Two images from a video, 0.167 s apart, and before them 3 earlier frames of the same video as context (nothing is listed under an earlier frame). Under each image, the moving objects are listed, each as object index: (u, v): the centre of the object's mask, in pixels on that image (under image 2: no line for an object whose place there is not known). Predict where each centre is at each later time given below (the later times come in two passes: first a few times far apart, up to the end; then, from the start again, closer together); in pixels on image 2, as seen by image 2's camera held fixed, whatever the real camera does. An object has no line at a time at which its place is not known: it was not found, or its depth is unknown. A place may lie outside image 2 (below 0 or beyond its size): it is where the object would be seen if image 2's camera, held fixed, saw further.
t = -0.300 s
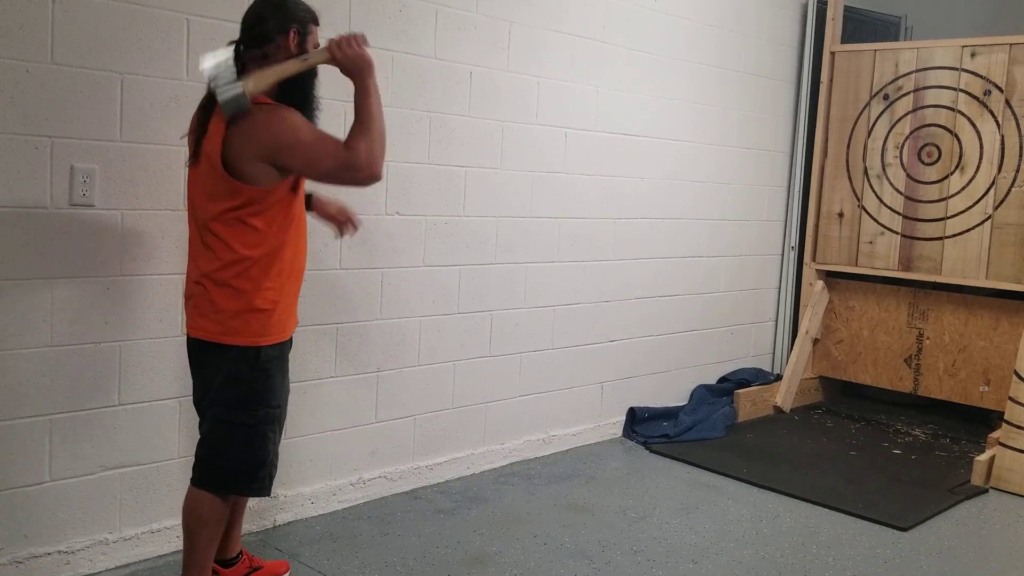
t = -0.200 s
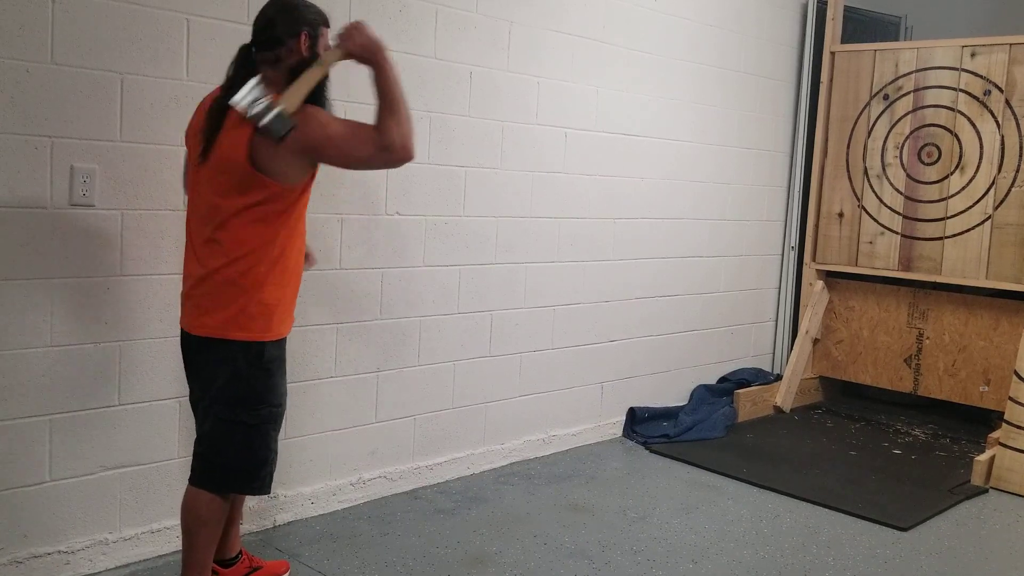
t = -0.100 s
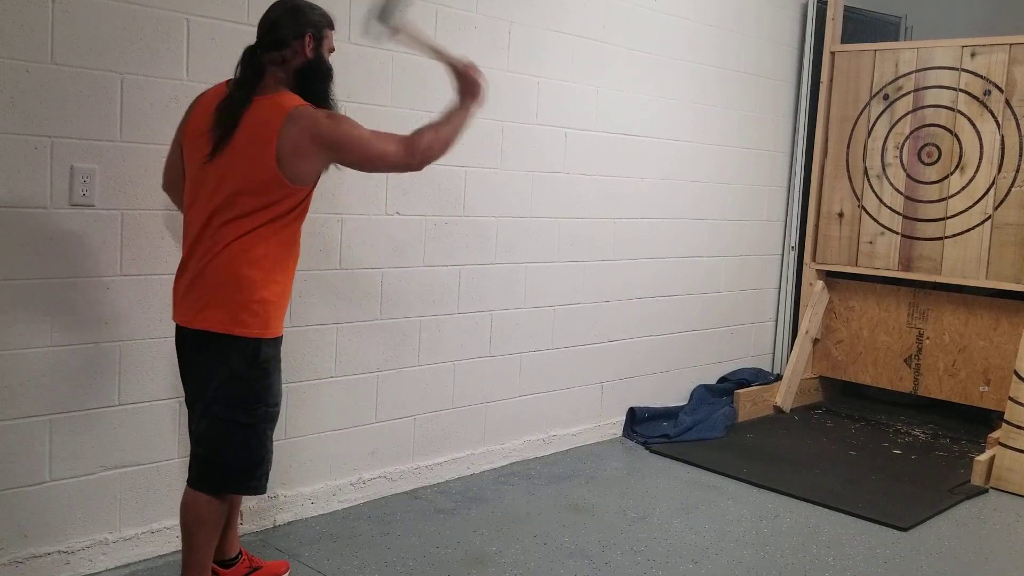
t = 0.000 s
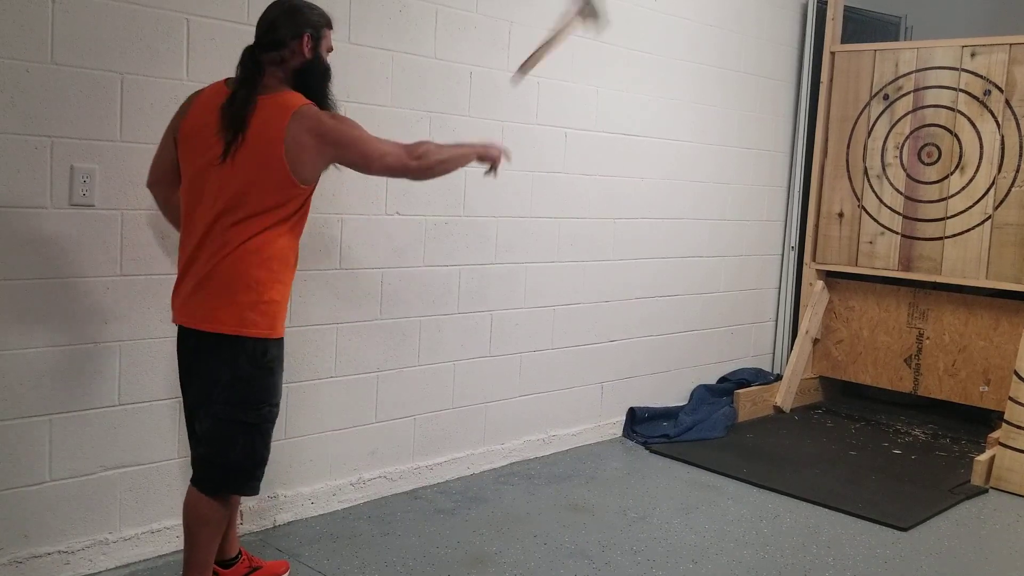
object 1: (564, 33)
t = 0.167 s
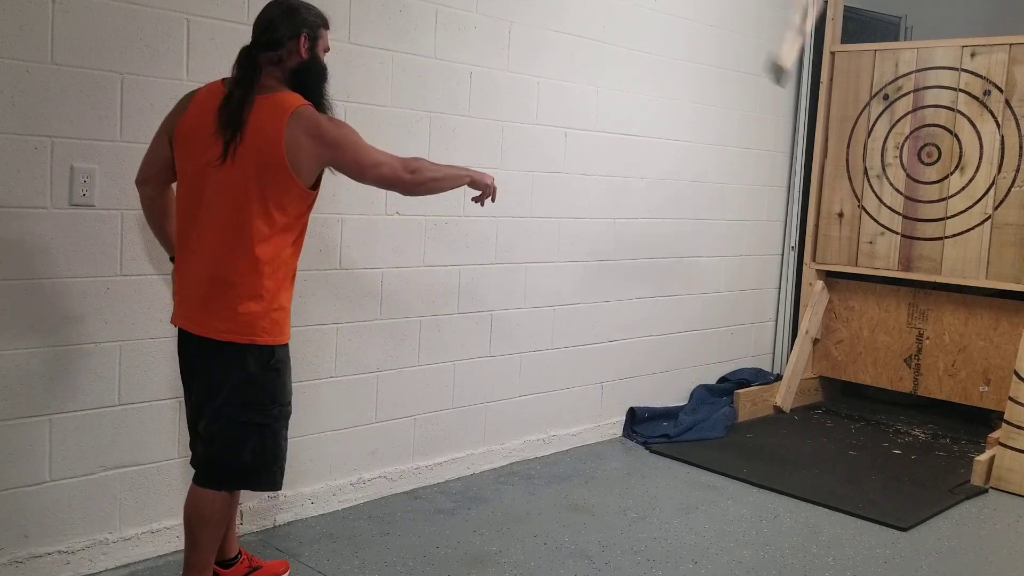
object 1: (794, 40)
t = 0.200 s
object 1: (832, 62)
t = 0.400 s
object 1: (912, 183)
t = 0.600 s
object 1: (912, 183)
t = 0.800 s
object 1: (912, 183)
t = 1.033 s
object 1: (911, 185)
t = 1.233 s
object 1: (911, 184)
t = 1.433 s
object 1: (911, 185)
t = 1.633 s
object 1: (911, 184)
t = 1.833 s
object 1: (911, 184)
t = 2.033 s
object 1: (912, 184)
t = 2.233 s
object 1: (912, 183)
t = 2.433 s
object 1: (912, 183)
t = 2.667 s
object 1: (912, 184)
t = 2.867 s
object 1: (912, 184)
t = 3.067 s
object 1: (912, 183)
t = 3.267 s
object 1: (912, 184)
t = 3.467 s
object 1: (912, 184)
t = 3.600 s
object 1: (911, 184)
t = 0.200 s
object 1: (832, 62)
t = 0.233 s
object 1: (846, 90)
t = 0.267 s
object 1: (869, 115)
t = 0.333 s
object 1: (906, 178)
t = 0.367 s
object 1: (912, 183)
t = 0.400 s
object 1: (912, 183)
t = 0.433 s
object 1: (912, 183)
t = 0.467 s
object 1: (912, 183)
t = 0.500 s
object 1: (912, 183)
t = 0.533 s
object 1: (912, 183)
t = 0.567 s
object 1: (912, 183)
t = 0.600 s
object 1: (912, 183)
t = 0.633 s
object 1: (912, 183)
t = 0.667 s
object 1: (912, 183)
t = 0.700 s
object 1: (912, 183)
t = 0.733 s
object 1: (912, 183)
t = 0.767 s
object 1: (912, 183)
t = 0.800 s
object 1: (912, 183)
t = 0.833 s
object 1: (912, 184)
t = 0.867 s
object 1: (912, 183)
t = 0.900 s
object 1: (912, 184)
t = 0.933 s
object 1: (911, 185)
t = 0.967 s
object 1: (911, 185)
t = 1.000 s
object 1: (911, 184)
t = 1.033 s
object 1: (911, 185)
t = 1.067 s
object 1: (911, 185)
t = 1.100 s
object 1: (911, 184)
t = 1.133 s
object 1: (911, 185)
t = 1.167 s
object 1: (911, 185)
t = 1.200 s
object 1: (911, 185)
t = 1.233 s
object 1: (911, 184)
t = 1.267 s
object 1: (911, 185)
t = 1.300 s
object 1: (911, 184)
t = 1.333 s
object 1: (911, 185)
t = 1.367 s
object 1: (911, 185)
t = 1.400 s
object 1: (911, 185)
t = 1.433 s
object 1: (911, 185)
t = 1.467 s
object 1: (911, 184)
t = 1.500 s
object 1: (911, 184)
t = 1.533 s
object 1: (911, 185)
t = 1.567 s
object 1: (911, 184)
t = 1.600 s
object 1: (911, 184)
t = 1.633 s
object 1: (911, 184)
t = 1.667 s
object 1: (912, 184)
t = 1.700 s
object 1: (911, 185)
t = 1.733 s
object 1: (912, 184)
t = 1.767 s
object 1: (912, 183)
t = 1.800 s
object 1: (912, 184)
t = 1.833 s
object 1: (911, 184)
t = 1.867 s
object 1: (911, 184)
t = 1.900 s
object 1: (911, 184)
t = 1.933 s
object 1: (912, 183)
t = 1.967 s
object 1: (911, 184)
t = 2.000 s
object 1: (912, 183)
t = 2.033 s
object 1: (912, 184)
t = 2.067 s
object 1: (912, 184)
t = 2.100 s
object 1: (912, 184)
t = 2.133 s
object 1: (911, 184)
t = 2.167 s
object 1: (912, 184)
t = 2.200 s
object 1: (912, 183)
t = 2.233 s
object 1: (912, 183)
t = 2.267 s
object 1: (912, 184)
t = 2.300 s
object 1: (912, 183)
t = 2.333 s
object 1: (912, 183)
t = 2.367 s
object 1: (912, 184)
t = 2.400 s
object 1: (912, 183)
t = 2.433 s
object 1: (912, 183)
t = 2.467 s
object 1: (912, 183)
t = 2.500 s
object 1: (912, 183)
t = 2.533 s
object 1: (912, 184)
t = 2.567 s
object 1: (912, 184)
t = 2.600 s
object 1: (912, 183)
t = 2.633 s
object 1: (912, 184)
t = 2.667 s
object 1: (912, 184)
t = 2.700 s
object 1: (912, 184)
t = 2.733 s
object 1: (912, 184)
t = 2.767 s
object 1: (912, 184)
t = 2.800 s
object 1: (912, 183)
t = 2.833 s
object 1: (912, 183)
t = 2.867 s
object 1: (912, 184)
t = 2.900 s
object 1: (912, 183)
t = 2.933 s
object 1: (912, 183)
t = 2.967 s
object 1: (912, 184)
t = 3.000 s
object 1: (912, 184)
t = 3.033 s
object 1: (912, 183)
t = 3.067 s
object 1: (912, 183)
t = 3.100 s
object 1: (912, 183)
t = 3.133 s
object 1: (912, 184)
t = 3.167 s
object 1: (912, 184)
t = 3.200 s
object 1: (912, 184)
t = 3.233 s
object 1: (912, 184)
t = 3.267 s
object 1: (912, 184)
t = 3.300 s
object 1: (912, 184)
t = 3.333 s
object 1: (912, 184)
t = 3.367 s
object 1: (912, 184)
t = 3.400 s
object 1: (912, 184)
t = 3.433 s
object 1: (912, 184)
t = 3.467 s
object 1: (912, 184)
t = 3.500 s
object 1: (912, 184)
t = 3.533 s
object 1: (912, 184)
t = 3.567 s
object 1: (911, 184)
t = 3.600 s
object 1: (911, 184)
